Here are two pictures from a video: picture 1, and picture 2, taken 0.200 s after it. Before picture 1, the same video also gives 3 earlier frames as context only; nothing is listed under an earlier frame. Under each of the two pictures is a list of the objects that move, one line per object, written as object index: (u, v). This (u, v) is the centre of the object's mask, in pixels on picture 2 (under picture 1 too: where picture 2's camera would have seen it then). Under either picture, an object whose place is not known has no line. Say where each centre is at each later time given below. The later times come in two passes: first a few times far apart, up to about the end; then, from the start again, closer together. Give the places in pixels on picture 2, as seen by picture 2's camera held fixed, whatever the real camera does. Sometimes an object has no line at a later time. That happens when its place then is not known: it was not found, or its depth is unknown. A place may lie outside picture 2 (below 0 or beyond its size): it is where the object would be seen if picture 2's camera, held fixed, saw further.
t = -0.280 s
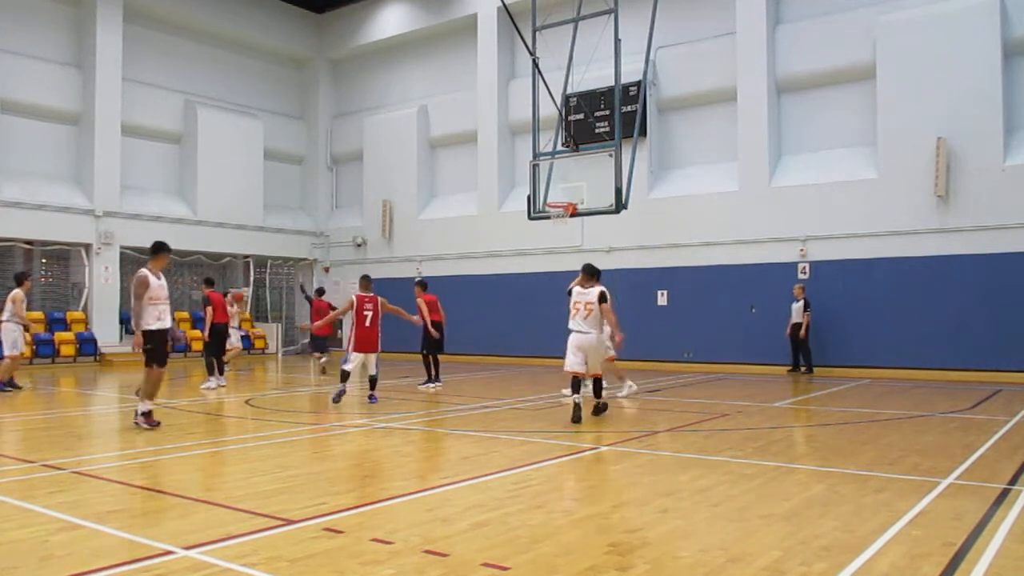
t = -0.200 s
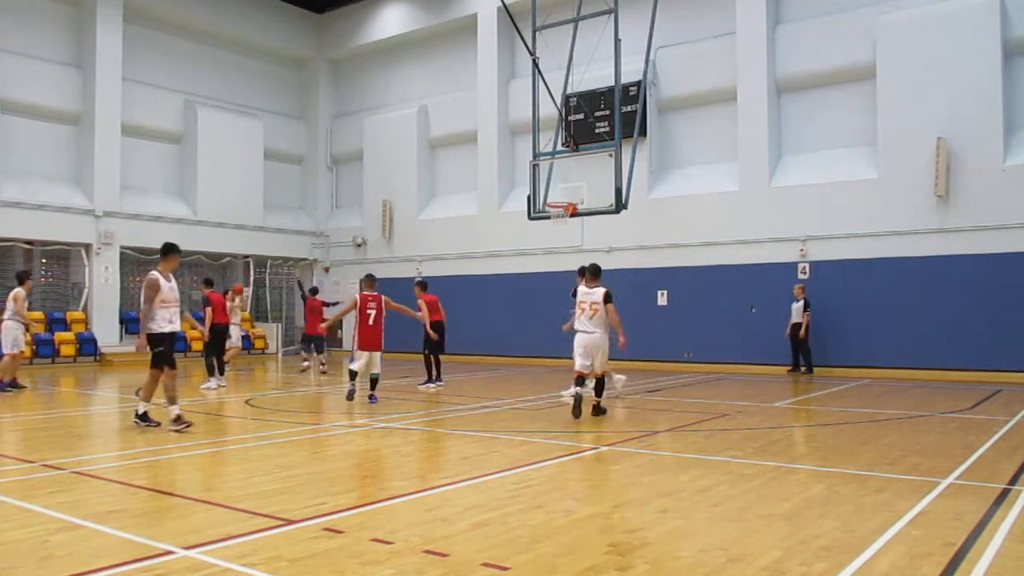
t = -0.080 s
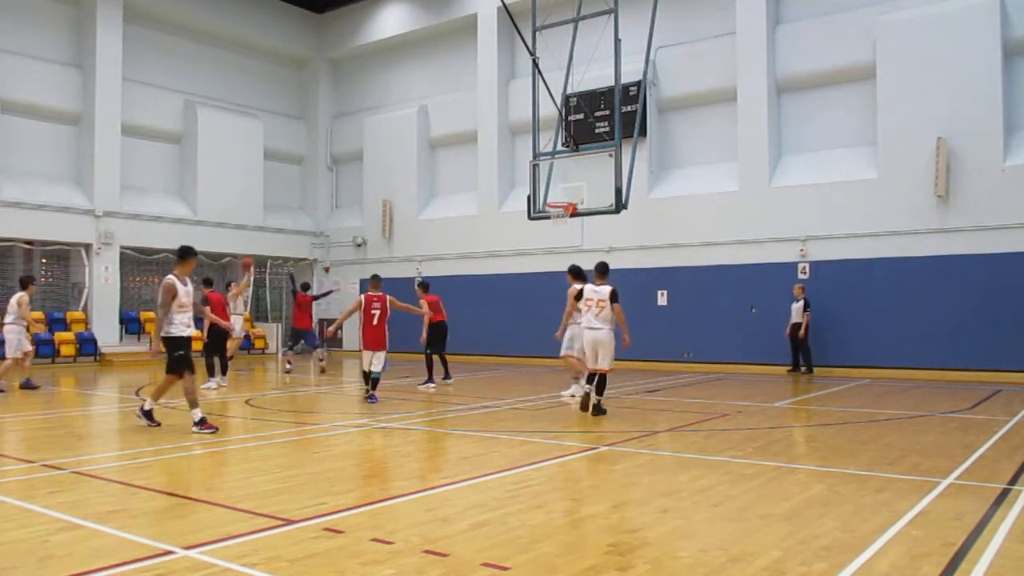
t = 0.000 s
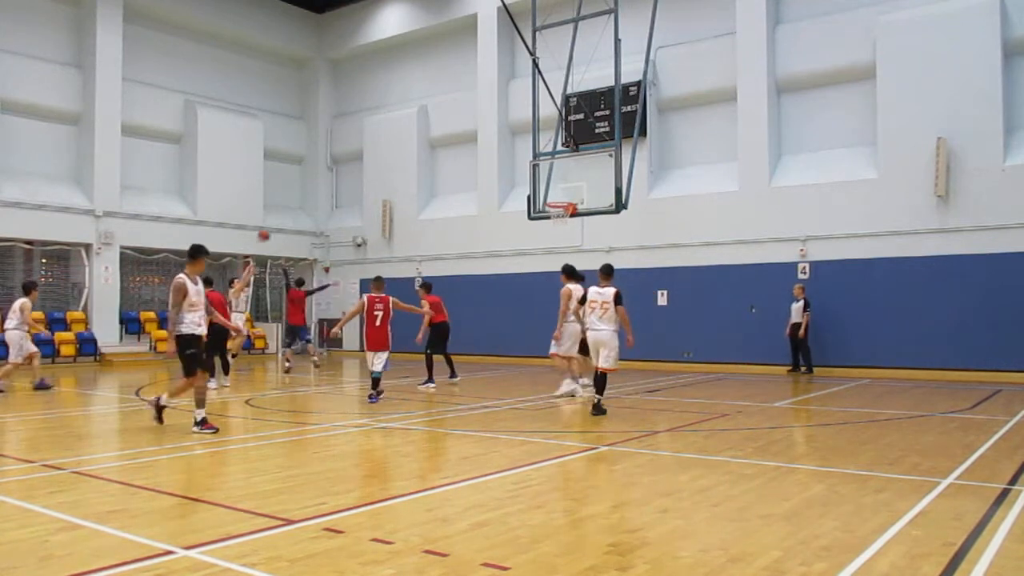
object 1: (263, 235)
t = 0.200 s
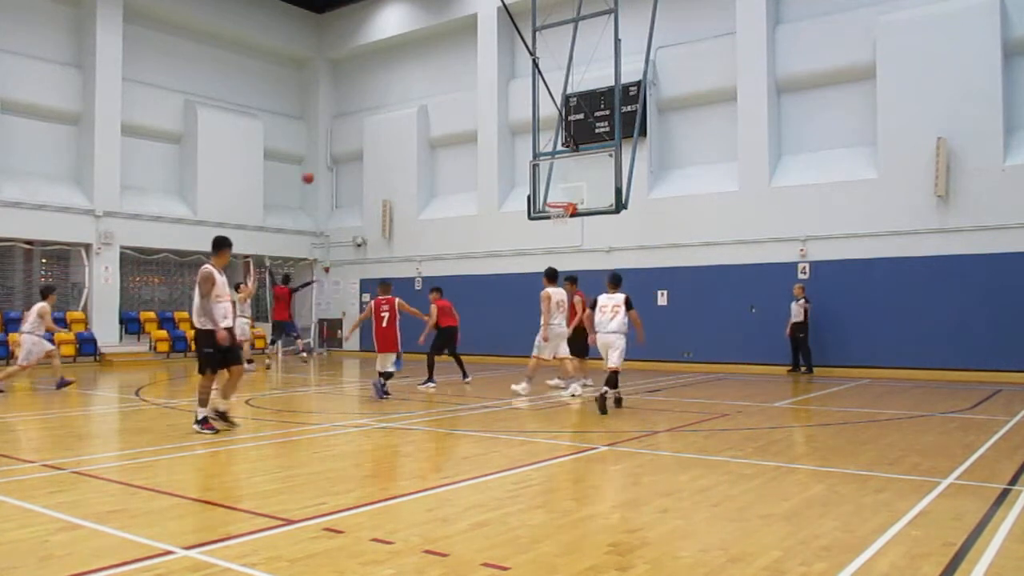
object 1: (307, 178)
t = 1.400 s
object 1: (559, 212)
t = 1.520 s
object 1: (550, 222)
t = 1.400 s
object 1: (559, 212)
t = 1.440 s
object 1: (556, 214)
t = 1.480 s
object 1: (552, 219)
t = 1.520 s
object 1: (550, 222)
